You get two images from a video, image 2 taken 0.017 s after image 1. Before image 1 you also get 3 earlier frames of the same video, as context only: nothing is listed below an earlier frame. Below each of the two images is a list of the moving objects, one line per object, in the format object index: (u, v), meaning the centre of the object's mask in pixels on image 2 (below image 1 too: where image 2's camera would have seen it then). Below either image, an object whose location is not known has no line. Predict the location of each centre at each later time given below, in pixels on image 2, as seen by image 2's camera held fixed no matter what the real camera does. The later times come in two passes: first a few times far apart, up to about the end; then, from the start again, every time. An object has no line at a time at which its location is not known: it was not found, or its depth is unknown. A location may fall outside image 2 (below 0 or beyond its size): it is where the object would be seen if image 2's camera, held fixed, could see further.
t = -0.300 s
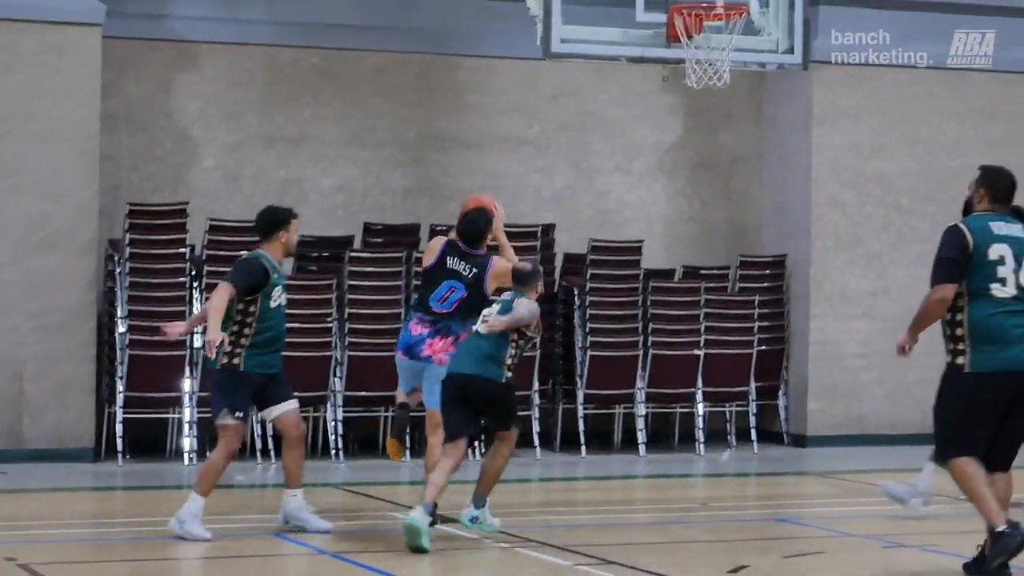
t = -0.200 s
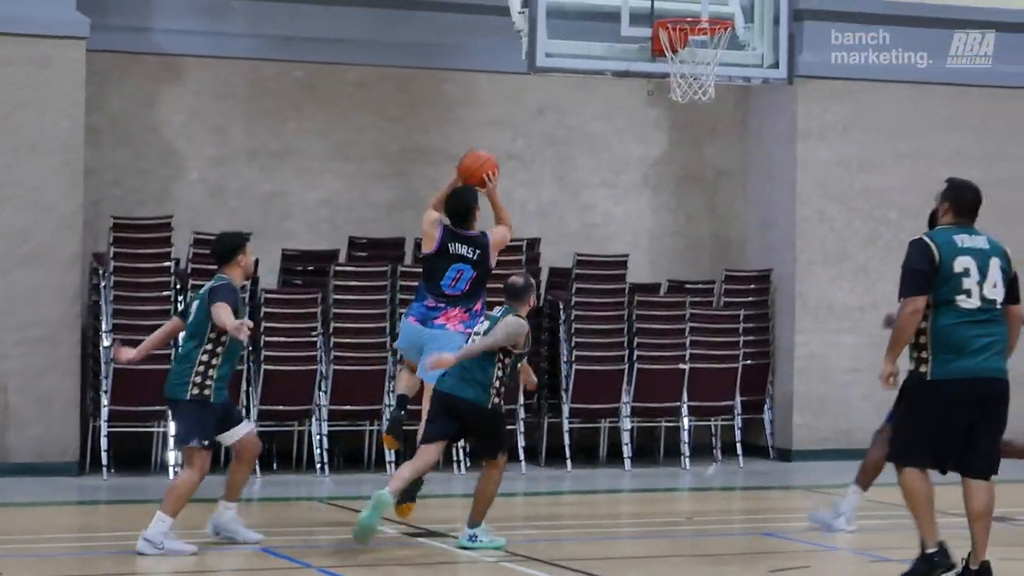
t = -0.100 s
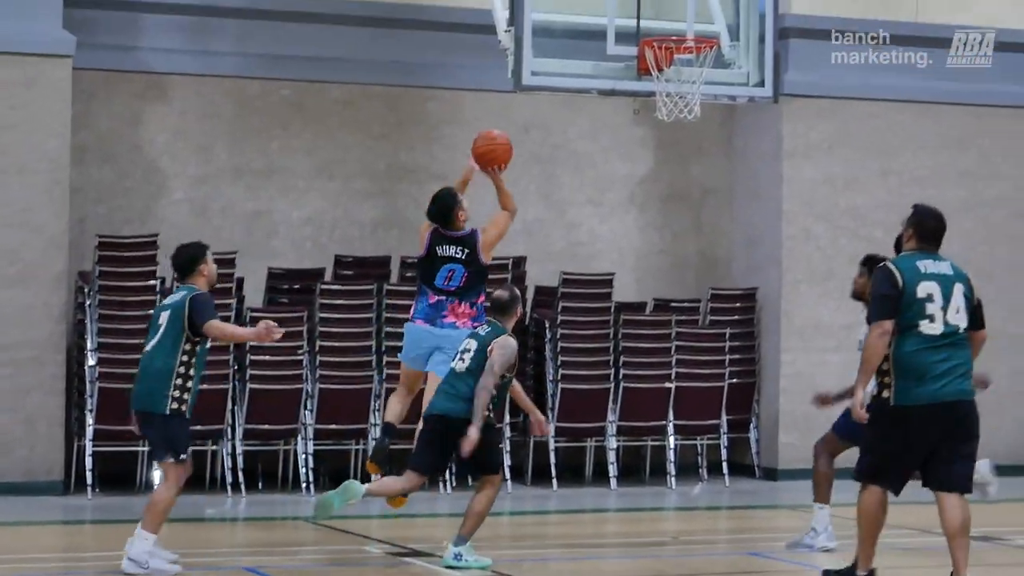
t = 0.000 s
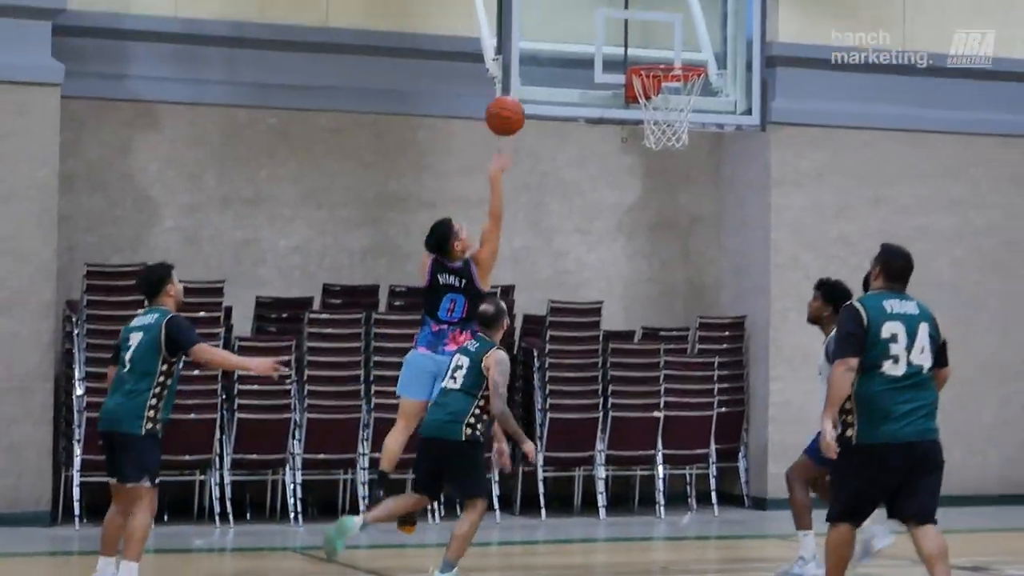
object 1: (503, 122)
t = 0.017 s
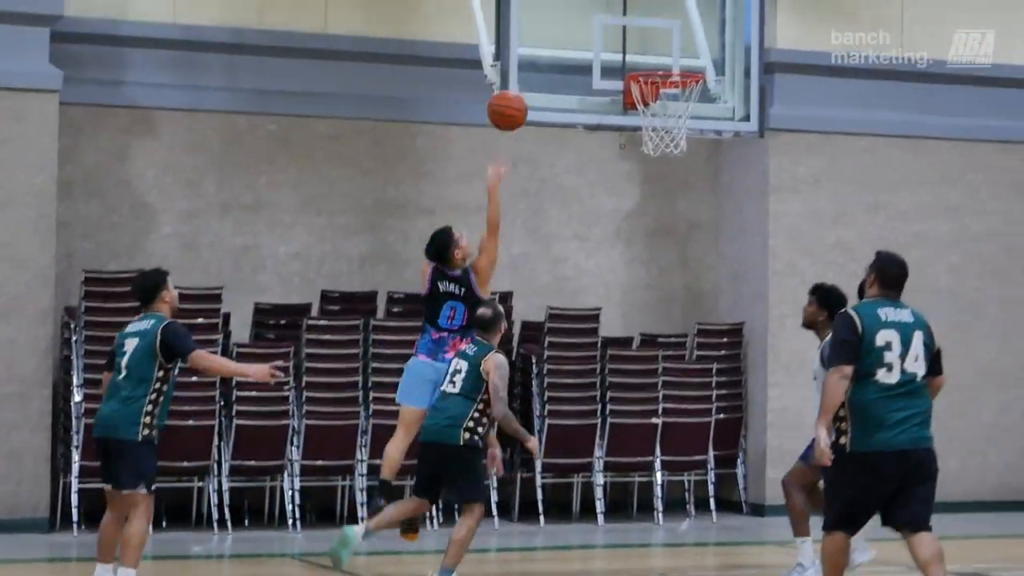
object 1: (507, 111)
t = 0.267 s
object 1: (564, 1)
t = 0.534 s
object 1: (645, 23)
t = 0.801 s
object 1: (686, 60)
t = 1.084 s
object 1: (669, 101)
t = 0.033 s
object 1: (511, 100)
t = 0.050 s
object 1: (516, 89)
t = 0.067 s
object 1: (520, 80)
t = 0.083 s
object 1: (523, 70)
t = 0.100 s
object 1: (527, 61)
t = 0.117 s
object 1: (531, 53)
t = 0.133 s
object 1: (535, 45)
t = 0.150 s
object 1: (539, 38)
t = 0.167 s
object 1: (542, 31)
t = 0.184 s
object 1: (546, 25)
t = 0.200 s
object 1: (550, 19)
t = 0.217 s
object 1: (553, 14)
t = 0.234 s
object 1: (557, 9)
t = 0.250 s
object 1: (560, 4)
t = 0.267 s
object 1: (564, 1)
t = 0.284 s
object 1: (567, -3)
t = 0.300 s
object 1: (571, -6)
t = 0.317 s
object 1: (576, -7)
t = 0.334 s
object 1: (581, -7)
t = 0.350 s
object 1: (586, -7)
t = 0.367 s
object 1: (592, -6)
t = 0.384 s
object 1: (597, -6)
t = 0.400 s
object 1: (602, -4)
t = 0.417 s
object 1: (608, -3)
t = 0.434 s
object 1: (613, -1)
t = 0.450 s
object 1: (618, 2)
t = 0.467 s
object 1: (624, 5)
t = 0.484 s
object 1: (629, 9)
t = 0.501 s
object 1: (634, 13)
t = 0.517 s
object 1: (640, 18)
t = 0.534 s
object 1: (645, 23)
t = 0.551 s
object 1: (650, 29)
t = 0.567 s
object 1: (656, 34)
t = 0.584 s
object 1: (661, 41)
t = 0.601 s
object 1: (666, 48)
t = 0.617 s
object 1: (671, 55)
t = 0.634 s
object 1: (674, 57)
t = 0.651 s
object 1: (675, 56)
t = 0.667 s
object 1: (677, 55)
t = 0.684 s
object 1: (678, 54)
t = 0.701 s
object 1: (679, 55)
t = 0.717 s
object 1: (680, 55)
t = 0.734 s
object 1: (681, 55)
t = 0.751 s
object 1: (682, 56)
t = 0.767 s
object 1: (683, 57)
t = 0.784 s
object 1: (685, 59)
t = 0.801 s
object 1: (686, 60)
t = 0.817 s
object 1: (687, 62)
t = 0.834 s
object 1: (687, 63)
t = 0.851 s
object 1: (686, 62)
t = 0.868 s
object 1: (685, 62)
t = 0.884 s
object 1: (685, 63)
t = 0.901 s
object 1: (684, 64)
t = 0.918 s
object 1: (683, 64)
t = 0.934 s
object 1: (682, 66)
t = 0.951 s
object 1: (680, 77)
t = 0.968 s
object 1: (679, 80)
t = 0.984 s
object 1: (679, 84)
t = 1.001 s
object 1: (679, 86)
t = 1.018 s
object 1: (678, 88)
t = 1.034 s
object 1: (676, 92)
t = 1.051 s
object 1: (672, 93)
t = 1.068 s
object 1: (673, 97)
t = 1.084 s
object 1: (669, 101)
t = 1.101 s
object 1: (667, 107)
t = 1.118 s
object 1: (665, 112)
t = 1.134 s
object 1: (663, 119)
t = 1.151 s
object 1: (662, 124)
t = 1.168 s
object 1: (661, 131)
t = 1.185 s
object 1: (659, 139)
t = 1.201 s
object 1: (657, 146)
